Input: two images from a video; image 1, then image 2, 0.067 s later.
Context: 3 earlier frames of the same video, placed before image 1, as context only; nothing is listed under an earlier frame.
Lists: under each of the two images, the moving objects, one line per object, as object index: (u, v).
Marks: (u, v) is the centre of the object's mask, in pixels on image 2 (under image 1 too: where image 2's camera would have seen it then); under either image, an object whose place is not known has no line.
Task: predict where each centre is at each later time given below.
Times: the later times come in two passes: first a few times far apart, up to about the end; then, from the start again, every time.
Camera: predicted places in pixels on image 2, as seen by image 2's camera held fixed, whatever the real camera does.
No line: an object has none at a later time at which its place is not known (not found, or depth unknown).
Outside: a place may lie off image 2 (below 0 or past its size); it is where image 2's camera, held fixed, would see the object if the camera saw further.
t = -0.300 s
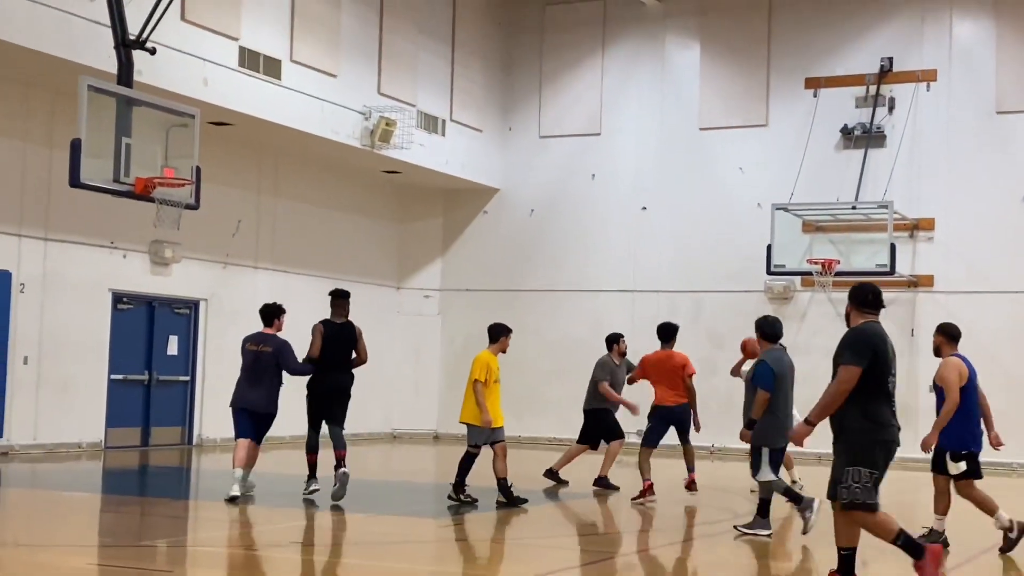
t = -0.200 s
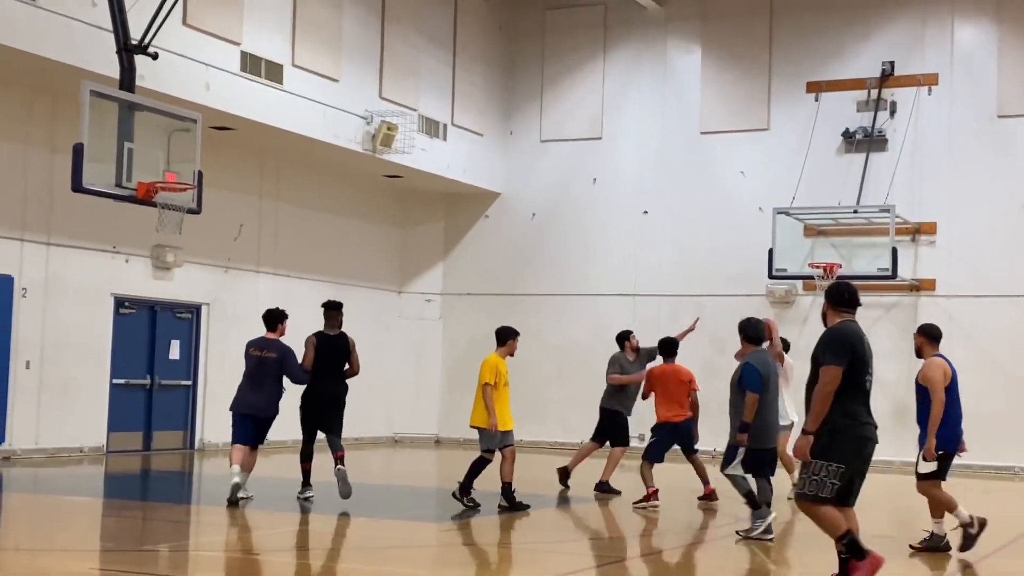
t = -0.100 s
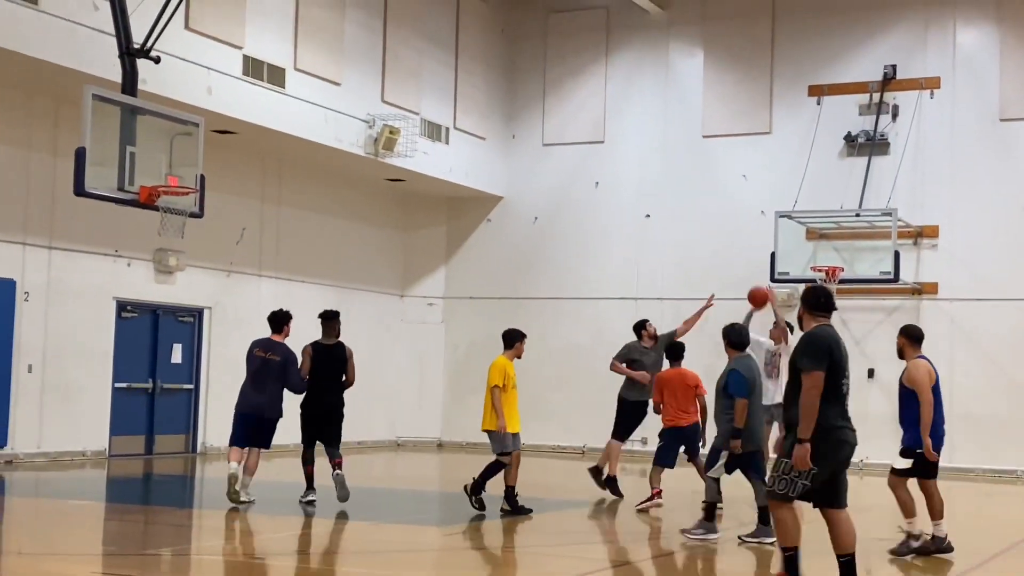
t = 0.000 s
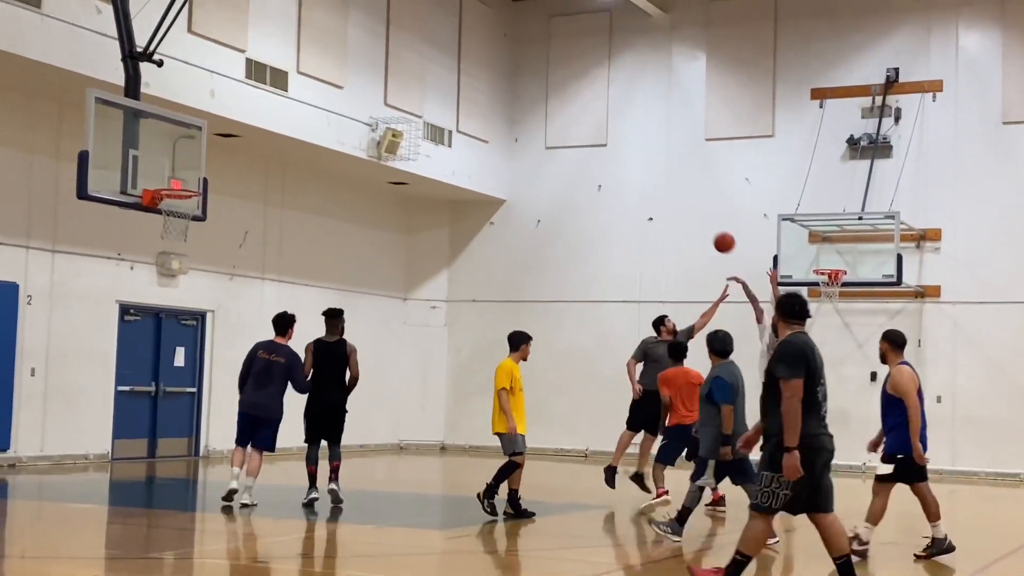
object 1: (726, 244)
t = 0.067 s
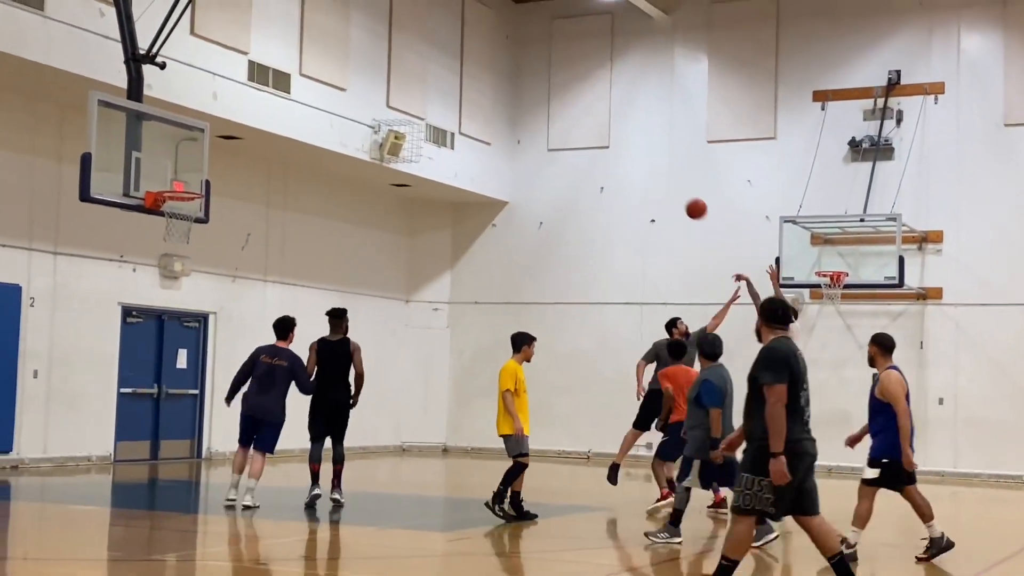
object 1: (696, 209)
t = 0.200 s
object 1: (636, 150)
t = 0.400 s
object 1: (547, 90)
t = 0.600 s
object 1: (456, 65)
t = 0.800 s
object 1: (364, 75)
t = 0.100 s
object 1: (681, 192)
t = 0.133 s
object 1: (666, 177)
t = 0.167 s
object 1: (651, 163)
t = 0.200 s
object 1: (636, 150)
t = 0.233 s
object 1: (621, 137)
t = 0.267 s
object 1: (606, 126)
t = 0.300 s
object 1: (592, 116)
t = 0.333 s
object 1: (577, 106)
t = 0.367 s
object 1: (562, 98)
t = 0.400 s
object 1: (547, 90)
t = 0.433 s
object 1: (532, 83)
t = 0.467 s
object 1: (516, 78)
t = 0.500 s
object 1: (502, 73)
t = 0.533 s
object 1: (487, 69)
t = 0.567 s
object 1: (471, 67)
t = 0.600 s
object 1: (456, 65)
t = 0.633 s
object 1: (441, 64)
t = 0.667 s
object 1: (426, 64)
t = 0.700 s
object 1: (410, 66)
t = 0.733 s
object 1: (395, 68)
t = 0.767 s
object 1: (380, 71)
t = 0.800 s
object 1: (364, 75)
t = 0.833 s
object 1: (349, 80)
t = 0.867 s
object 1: (333, 86)
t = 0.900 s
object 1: (318, 93)
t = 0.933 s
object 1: (302, 101)
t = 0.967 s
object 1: (286, 111)
